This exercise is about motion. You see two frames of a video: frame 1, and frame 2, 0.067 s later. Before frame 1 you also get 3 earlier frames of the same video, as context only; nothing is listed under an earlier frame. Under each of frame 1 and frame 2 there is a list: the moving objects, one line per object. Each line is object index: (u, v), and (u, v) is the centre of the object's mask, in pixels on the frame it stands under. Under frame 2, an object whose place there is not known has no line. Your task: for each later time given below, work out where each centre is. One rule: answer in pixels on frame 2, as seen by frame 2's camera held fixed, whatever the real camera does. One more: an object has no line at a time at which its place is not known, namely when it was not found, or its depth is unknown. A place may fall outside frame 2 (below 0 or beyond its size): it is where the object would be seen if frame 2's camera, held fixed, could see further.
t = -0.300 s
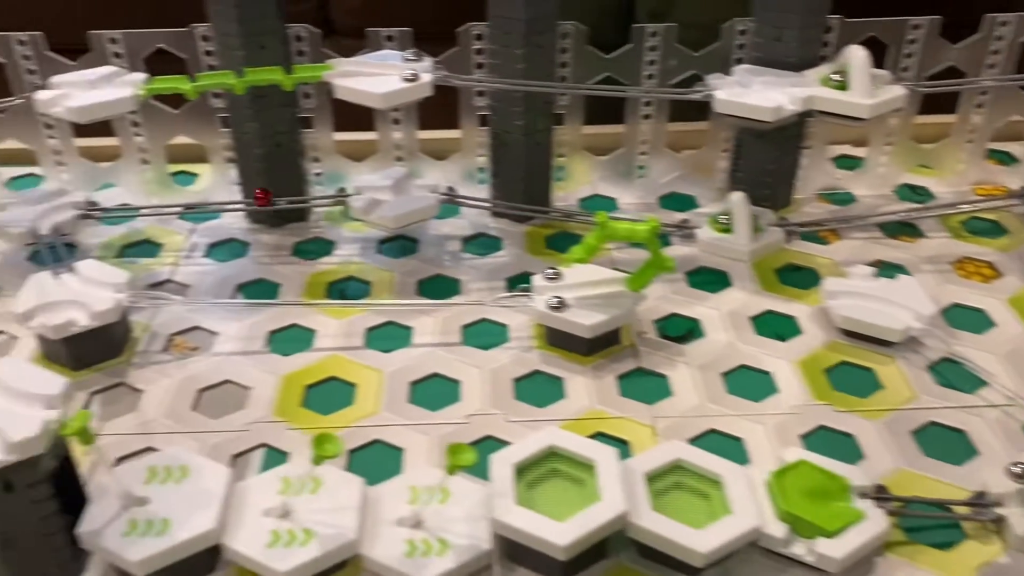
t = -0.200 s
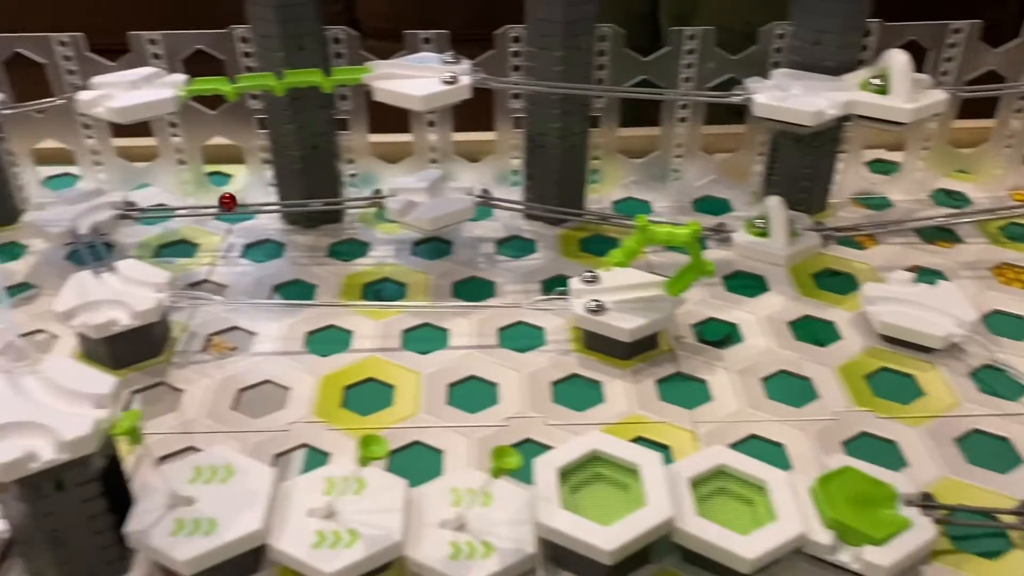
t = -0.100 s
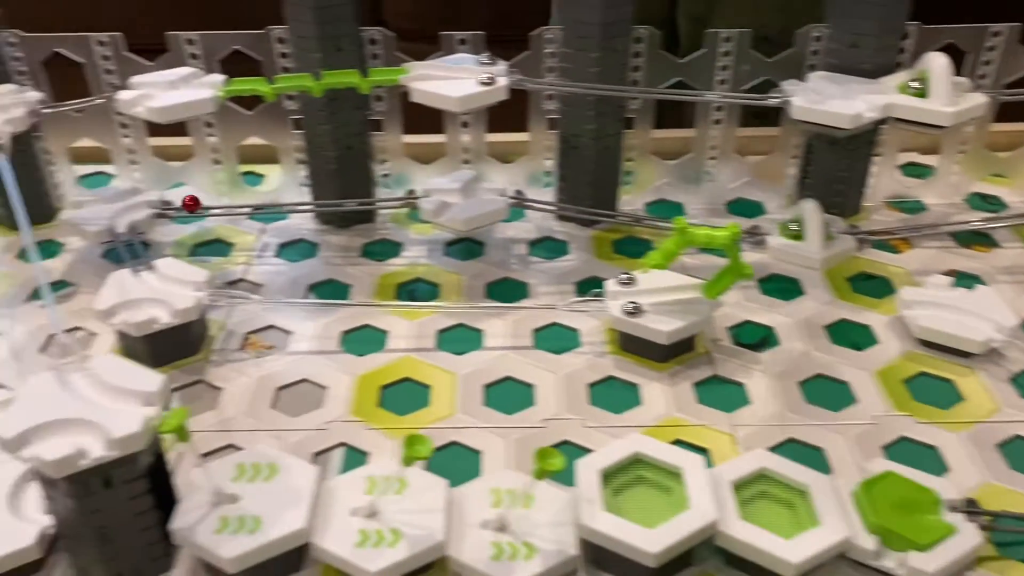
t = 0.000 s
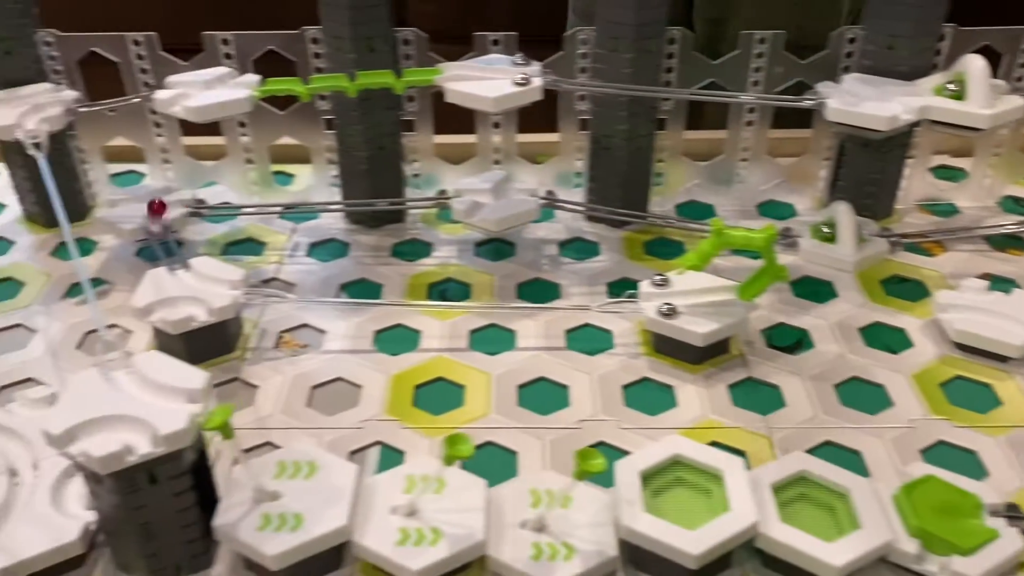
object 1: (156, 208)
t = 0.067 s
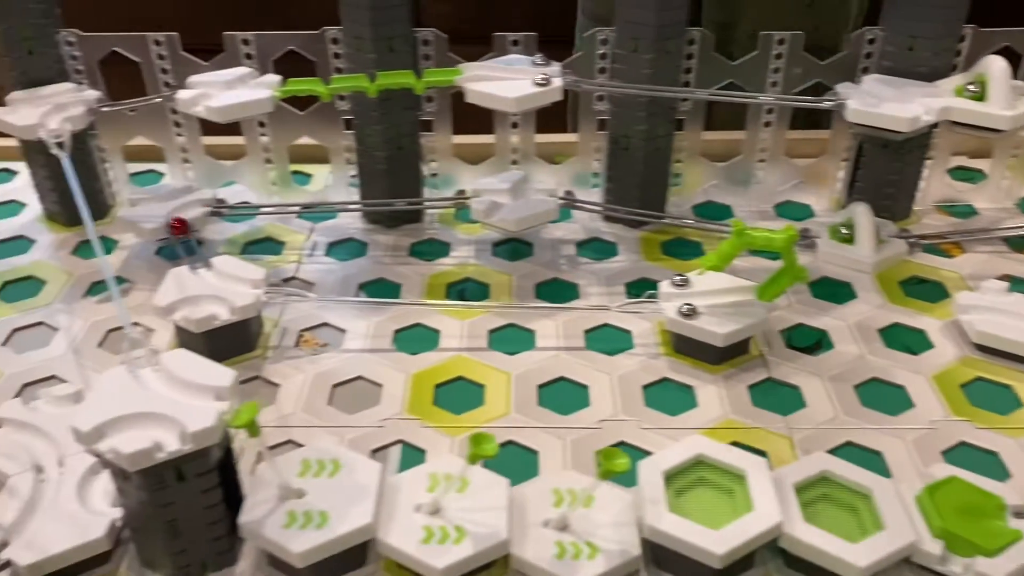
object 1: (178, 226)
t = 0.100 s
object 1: (183, 234)
